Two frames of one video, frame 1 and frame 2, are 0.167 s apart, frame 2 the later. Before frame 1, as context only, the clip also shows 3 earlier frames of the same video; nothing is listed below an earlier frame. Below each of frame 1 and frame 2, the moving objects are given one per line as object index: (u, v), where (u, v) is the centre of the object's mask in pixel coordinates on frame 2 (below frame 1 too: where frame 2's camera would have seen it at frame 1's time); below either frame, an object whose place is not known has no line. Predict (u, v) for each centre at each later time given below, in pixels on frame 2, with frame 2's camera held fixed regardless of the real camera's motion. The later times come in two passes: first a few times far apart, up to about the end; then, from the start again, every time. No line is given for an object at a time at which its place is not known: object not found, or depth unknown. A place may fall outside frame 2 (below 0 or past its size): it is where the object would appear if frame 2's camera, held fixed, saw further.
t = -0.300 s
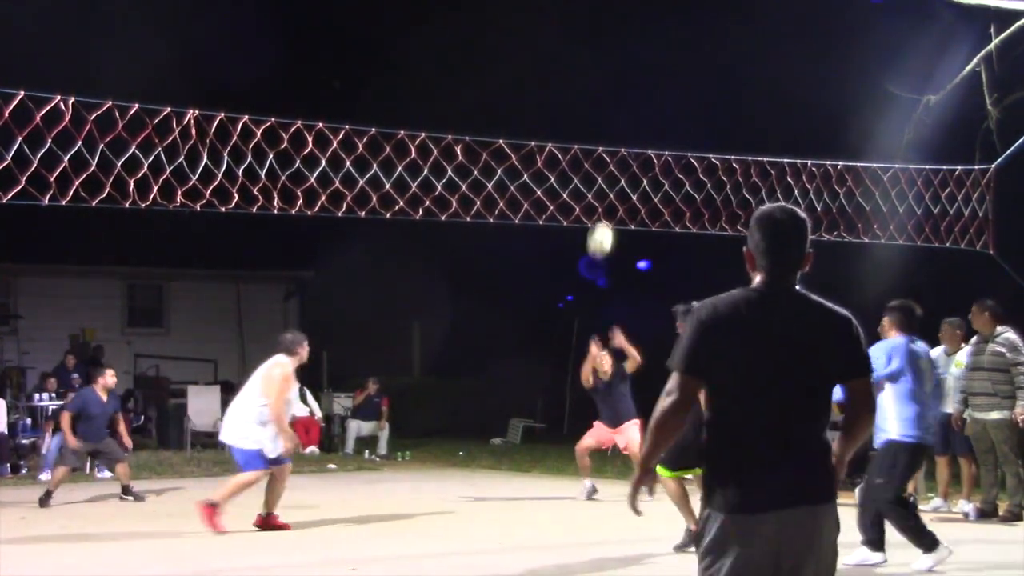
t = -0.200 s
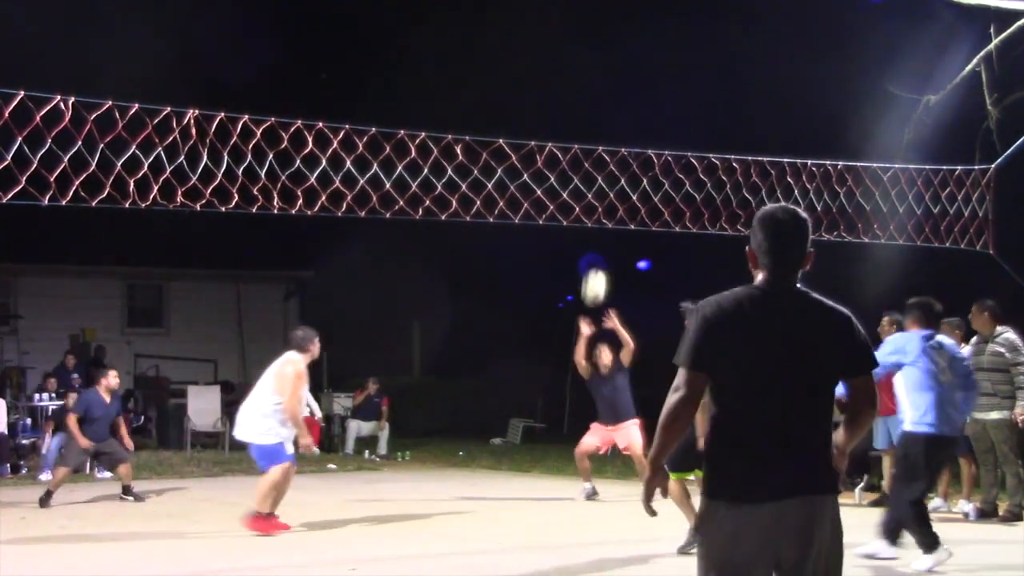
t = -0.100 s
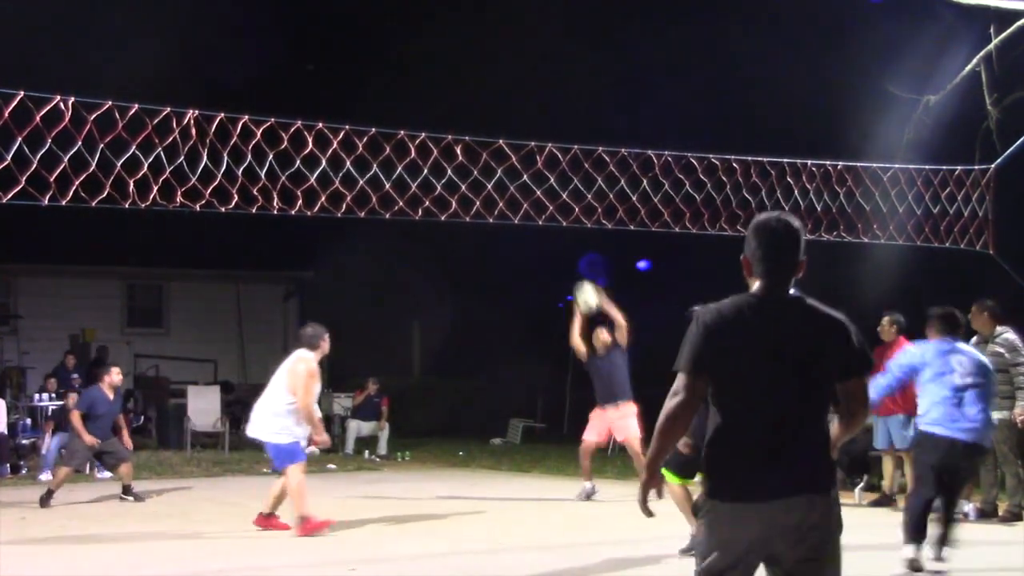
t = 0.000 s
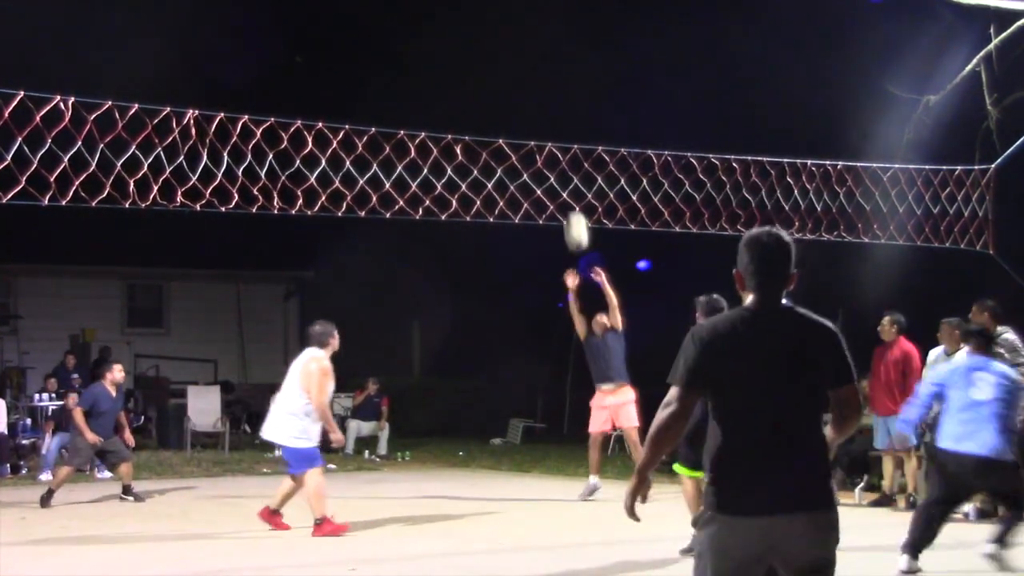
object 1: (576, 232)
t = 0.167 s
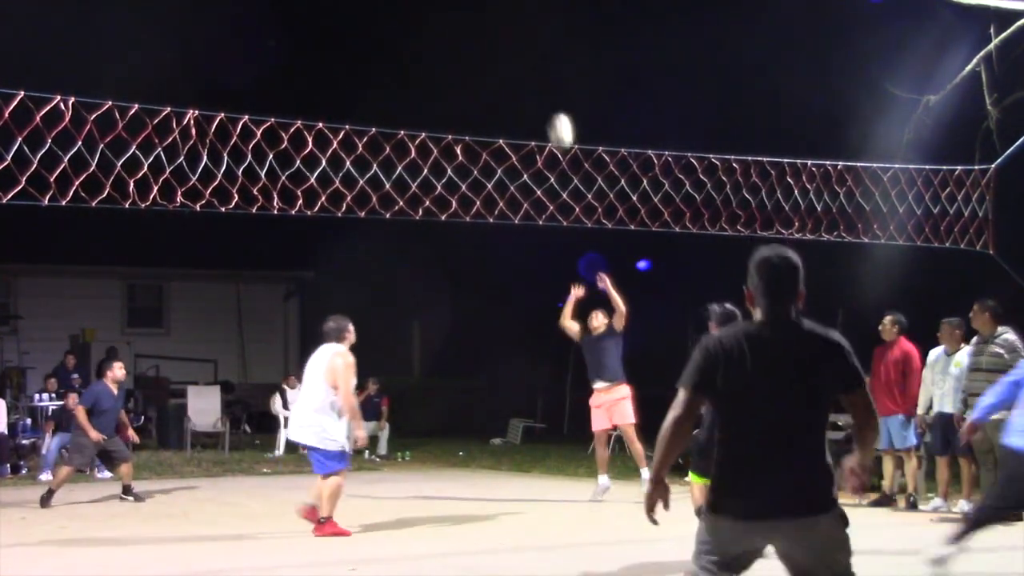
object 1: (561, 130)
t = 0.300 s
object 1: (548, 70)
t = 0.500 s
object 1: (528, 12)
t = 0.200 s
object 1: (558, 115)
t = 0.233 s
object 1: (554, 99)
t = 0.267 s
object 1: (552, 84)
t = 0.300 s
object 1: (548, 70)
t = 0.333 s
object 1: (545, 57)
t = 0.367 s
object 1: (542, 46)
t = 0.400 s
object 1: (539, 35)
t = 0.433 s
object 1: (535, 26)
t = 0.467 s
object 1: (532, 17)
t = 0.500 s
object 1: (528, 12)
